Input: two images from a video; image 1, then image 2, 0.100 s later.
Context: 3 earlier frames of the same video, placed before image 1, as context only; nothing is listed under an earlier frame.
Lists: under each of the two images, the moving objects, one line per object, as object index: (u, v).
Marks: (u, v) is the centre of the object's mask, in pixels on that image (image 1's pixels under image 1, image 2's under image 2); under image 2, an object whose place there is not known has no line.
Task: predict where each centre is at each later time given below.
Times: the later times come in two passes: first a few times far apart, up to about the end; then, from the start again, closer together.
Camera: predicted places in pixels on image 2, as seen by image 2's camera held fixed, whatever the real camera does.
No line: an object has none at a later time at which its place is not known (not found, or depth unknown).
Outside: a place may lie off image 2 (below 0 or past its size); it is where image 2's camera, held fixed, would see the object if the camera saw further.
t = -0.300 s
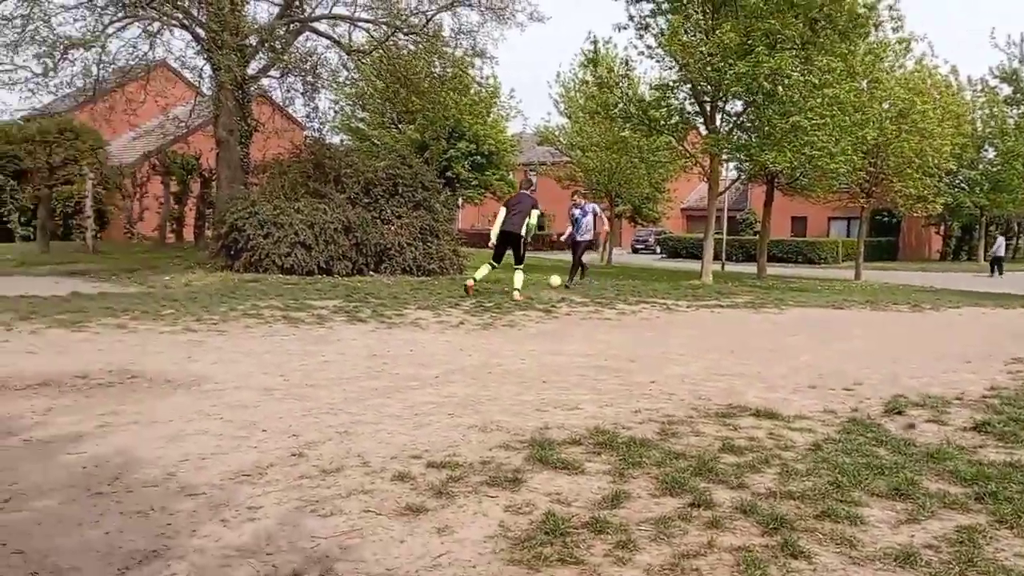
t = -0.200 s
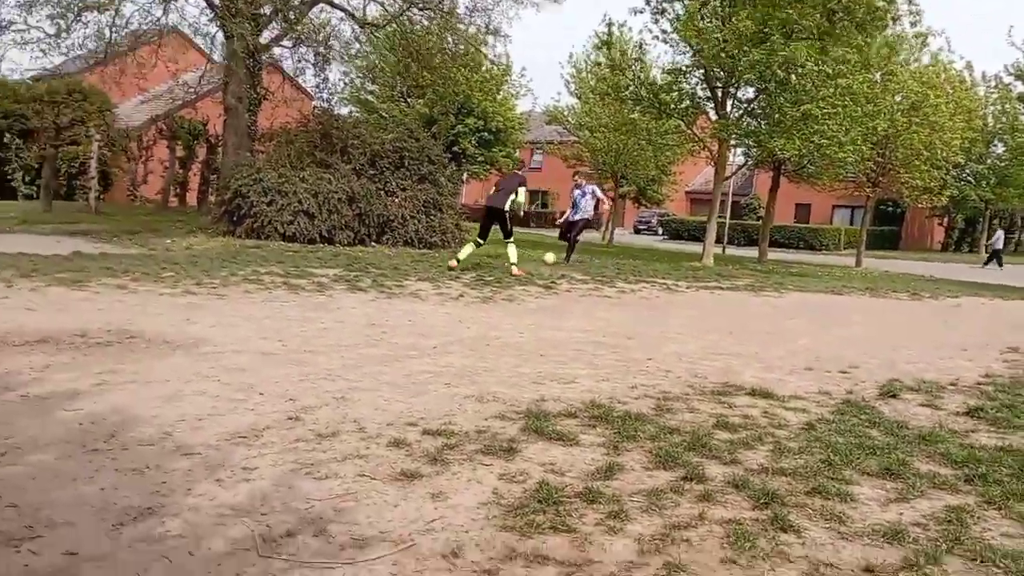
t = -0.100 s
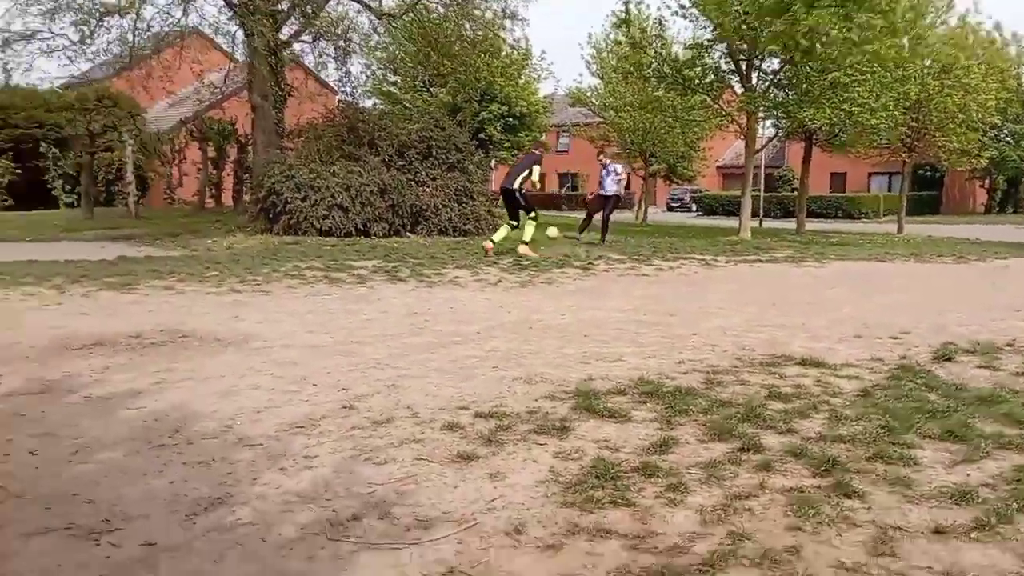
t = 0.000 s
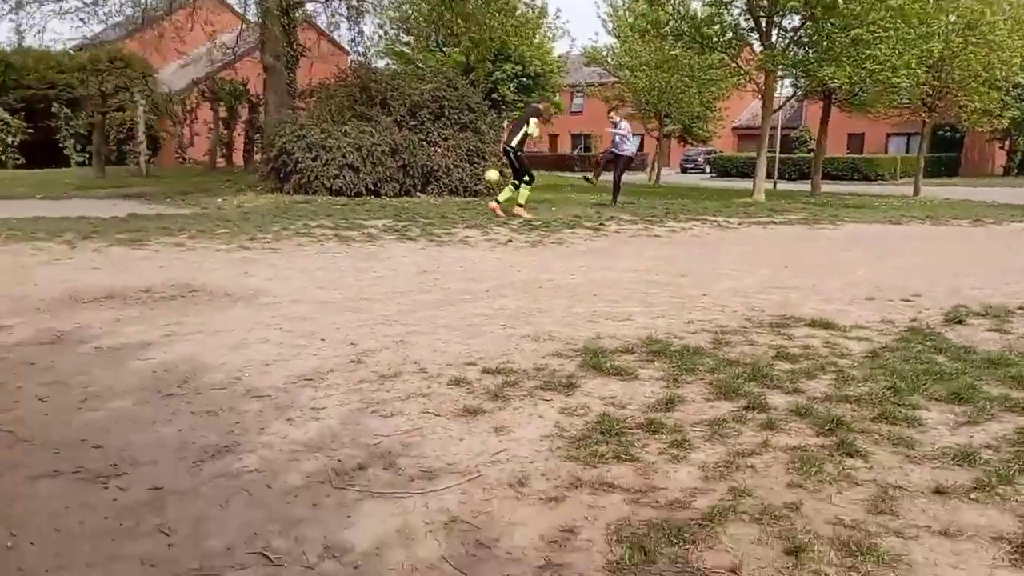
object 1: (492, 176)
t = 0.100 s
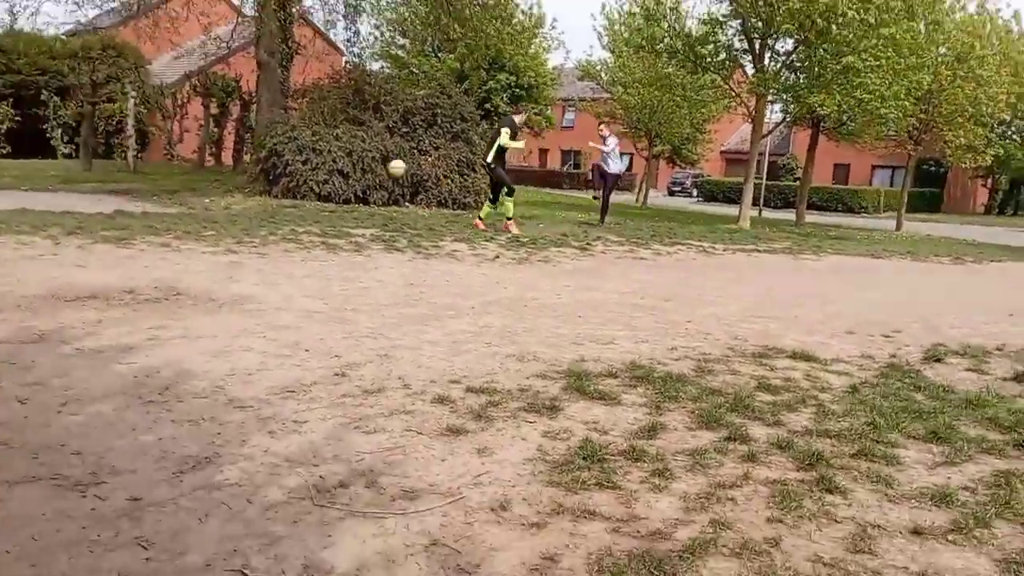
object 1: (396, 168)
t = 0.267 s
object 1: (213, 140)
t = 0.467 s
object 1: (-85, 121)
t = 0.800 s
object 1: (-345, 187)
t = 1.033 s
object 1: (-263, 196)
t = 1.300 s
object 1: (-198, 194)
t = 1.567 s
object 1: (-135, 202)
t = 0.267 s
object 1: (213, 140)
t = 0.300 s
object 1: (169, 135)
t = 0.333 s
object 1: (124, 130)
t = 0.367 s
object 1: (77, 128)
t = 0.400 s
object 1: (28, 125)
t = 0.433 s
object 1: (-27, 121)
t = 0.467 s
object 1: (-85, 121)
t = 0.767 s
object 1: (-356, 181)
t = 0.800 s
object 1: (-345, 187)
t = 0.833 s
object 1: (-334, 193)
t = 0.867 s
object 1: (-321, 190)
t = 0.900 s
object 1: (-307, 191)
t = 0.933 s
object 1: (-296, 192)
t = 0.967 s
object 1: (-284, 192)
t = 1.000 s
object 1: (-273, 194)
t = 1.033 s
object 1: (-263, 196)
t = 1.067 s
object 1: (-255, 203)
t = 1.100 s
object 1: (-245, 212)
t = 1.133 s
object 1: (-239, 214)
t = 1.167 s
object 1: (-231, 209)
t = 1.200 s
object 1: (-222, 202)
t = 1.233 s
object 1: (-214, 198)
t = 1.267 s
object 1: (-205, 196)
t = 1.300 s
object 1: (-198, 194)
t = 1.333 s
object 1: (-189, 194)
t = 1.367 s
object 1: (-180, 195)
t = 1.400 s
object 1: (-173, 199)
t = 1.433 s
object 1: (-164, 202)
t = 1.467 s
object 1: (-157, 208)
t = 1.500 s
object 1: (-149, 209)
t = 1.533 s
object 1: (-141, 203)
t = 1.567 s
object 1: (-135, 202)
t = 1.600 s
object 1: (-128, 199)
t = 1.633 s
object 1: (-122, 199)
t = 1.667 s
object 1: (-115, 200)
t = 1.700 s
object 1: (-108, 201)
